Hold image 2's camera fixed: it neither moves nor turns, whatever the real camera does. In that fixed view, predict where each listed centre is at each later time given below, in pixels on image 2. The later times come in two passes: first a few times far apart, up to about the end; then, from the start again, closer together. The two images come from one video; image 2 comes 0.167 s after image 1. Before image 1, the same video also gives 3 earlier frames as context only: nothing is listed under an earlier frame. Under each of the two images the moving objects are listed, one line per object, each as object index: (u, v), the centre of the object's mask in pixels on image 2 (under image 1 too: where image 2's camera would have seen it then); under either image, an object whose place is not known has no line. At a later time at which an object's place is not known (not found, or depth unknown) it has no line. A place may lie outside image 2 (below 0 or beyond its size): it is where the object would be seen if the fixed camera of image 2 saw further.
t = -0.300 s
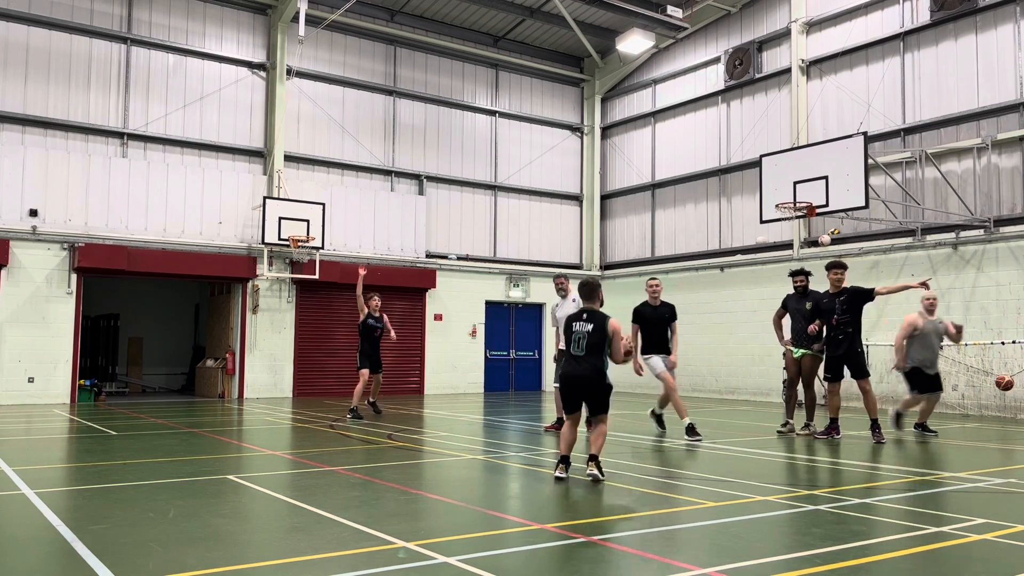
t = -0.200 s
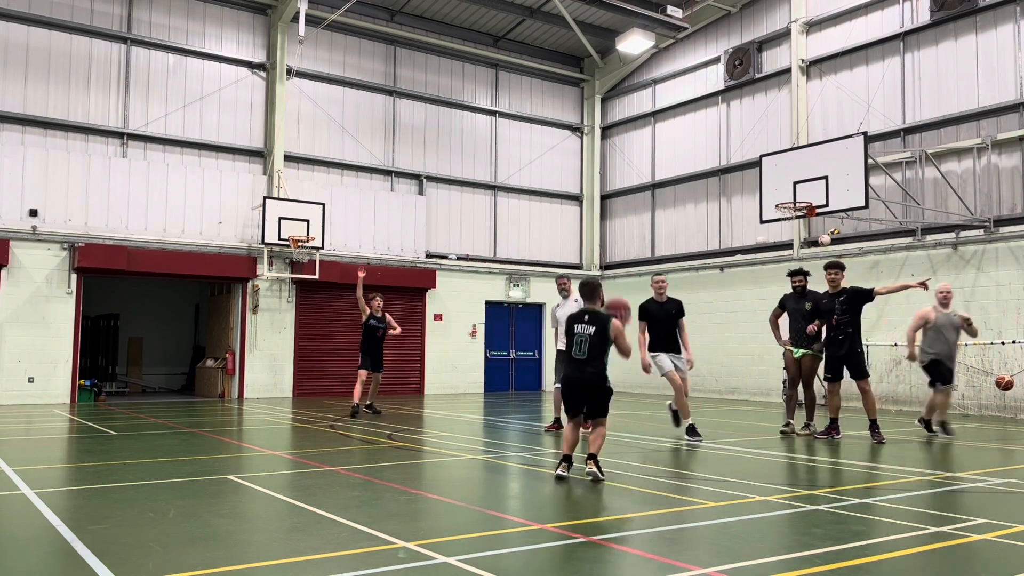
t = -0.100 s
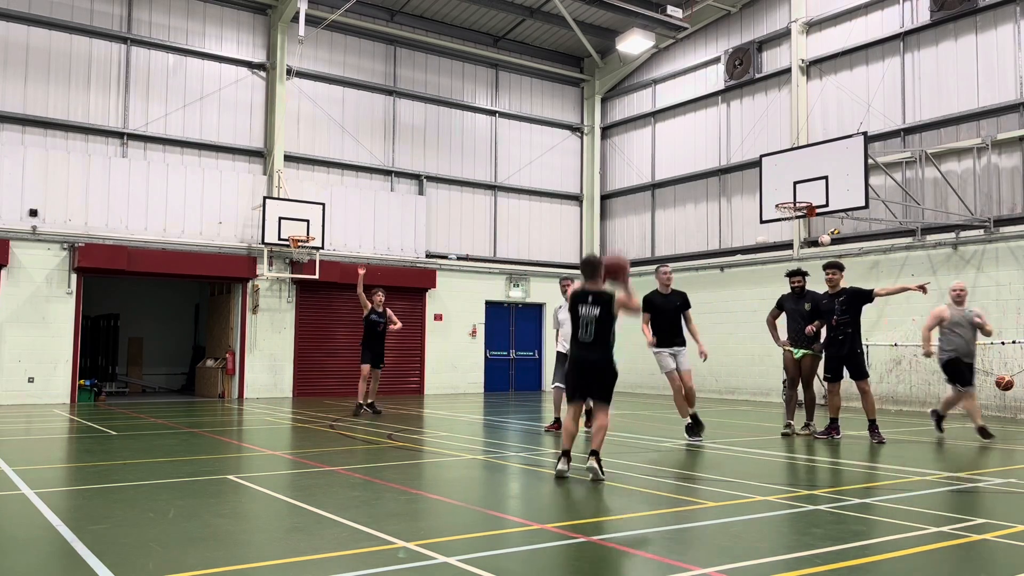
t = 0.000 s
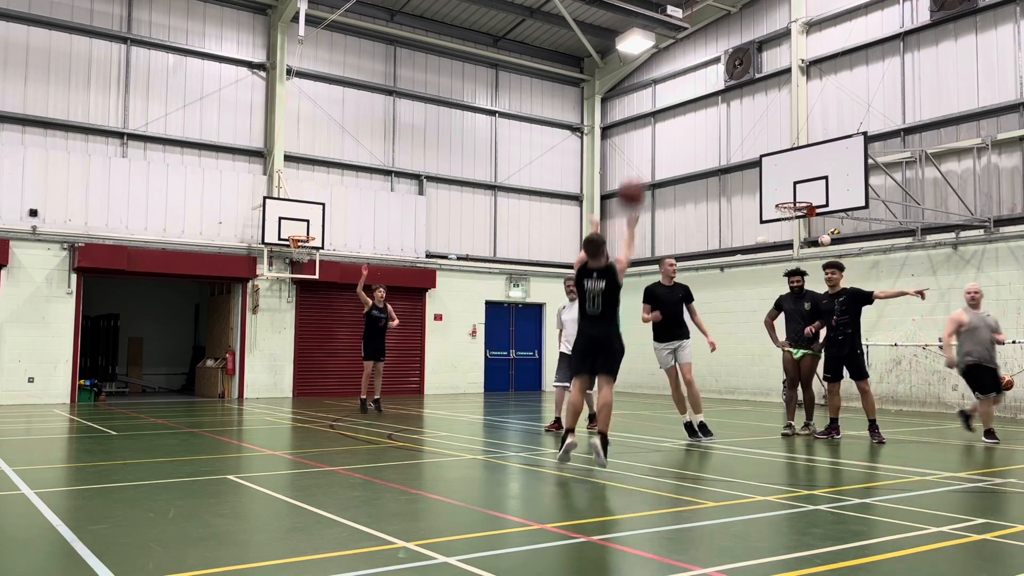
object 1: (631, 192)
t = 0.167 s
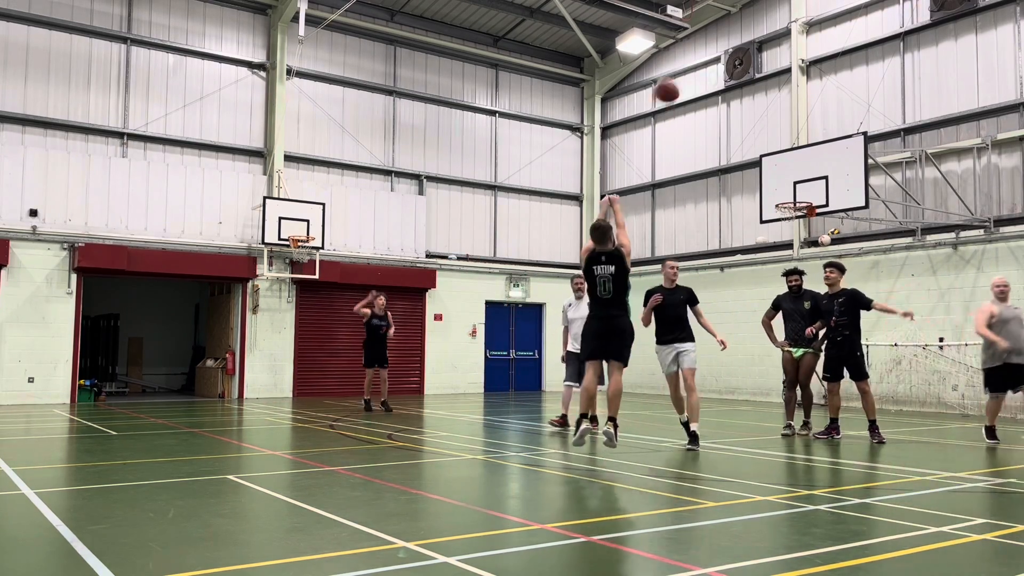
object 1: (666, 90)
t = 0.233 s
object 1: (679, 64)
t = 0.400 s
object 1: (706, 21)
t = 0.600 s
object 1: (732, 11)
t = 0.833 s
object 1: (758, 42)
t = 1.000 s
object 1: (773, 84)
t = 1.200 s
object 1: (790, 156)
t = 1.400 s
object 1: (800, 218)
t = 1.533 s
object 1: (796, 224)
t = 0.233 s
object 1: (679, 64)
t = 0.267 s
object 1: (685, 52)
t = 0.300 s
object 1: (691, 42)
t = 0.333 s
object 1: (696, 35)
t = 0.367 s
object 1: (700, 27)
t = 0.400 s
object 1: (706, 21)
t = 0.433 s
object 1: (711, 17)
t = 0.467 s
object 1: (716, 14)
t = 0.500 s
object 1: (720, 12)
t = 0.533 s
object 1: (724, 11)
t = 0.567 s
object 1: (727, 11)
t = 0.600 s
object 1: (732, 11)
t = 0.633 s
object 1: (735, 14)
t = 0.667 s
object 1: (739, 17)
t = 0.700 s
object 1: (742, 20)
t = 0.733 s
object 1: (747, 24)
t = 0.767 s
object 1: (750, 29)
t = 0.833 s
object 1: (758, 42)
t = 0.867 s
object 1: (761, 49)
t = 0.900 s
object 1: (764, 56)
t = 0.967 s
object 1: (770, 76)
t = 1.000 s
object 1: (773, 84)
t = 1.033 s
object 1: (775, 94)
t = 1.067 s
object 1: (778, 106)
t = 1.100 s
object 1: (782, 117)
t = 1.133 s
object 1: (785, 130)
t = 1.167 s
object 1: (787, 142)
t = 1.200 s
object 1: (790, 156)
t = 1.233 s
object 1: (792, 169)
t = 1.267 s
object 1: (795, 183)
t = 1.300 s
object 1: (797, 197)
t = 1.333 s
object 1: (799, 208)
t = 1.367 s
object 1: (800, 214)
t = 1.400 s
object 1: (800, 218)
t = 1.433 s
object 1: (801, 221)
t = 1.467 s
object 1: (800, 221)
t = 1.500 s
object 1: (798, 223)
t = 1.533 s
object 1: (796, 224)
